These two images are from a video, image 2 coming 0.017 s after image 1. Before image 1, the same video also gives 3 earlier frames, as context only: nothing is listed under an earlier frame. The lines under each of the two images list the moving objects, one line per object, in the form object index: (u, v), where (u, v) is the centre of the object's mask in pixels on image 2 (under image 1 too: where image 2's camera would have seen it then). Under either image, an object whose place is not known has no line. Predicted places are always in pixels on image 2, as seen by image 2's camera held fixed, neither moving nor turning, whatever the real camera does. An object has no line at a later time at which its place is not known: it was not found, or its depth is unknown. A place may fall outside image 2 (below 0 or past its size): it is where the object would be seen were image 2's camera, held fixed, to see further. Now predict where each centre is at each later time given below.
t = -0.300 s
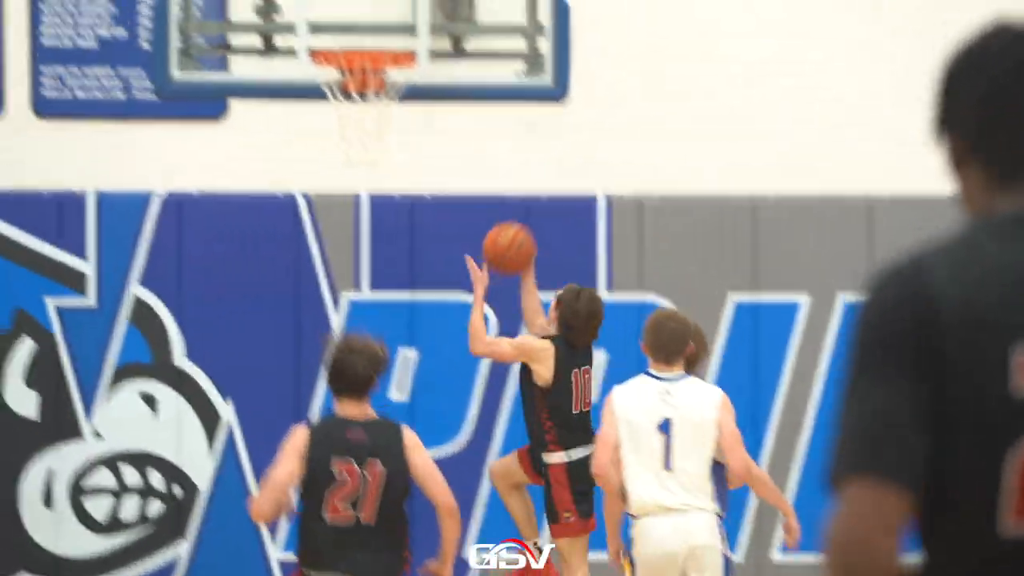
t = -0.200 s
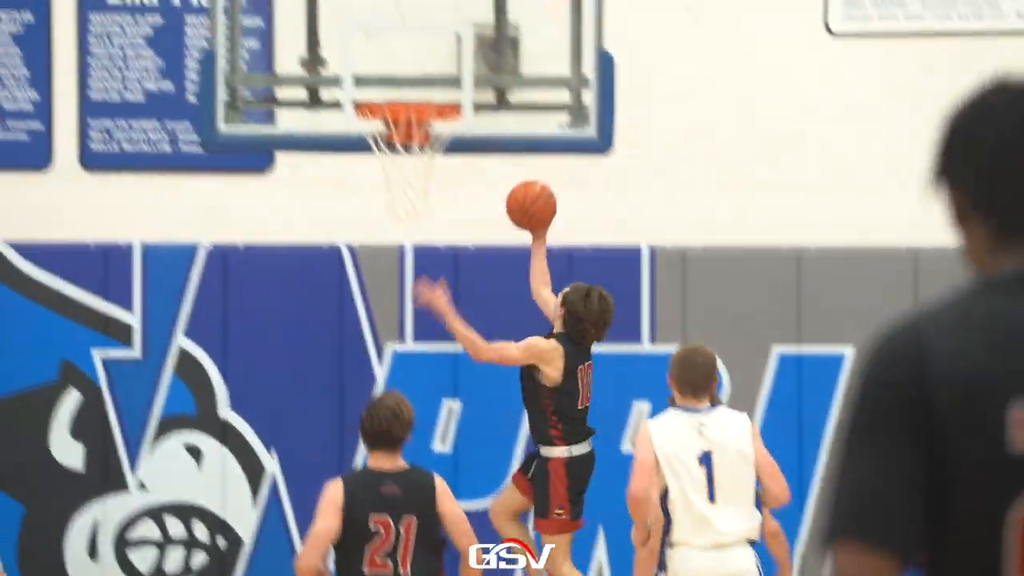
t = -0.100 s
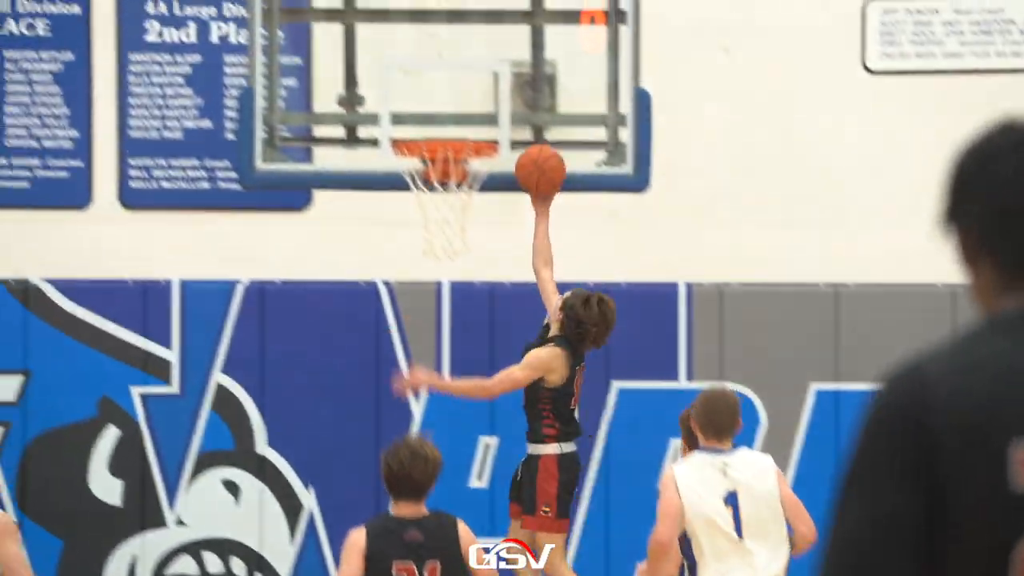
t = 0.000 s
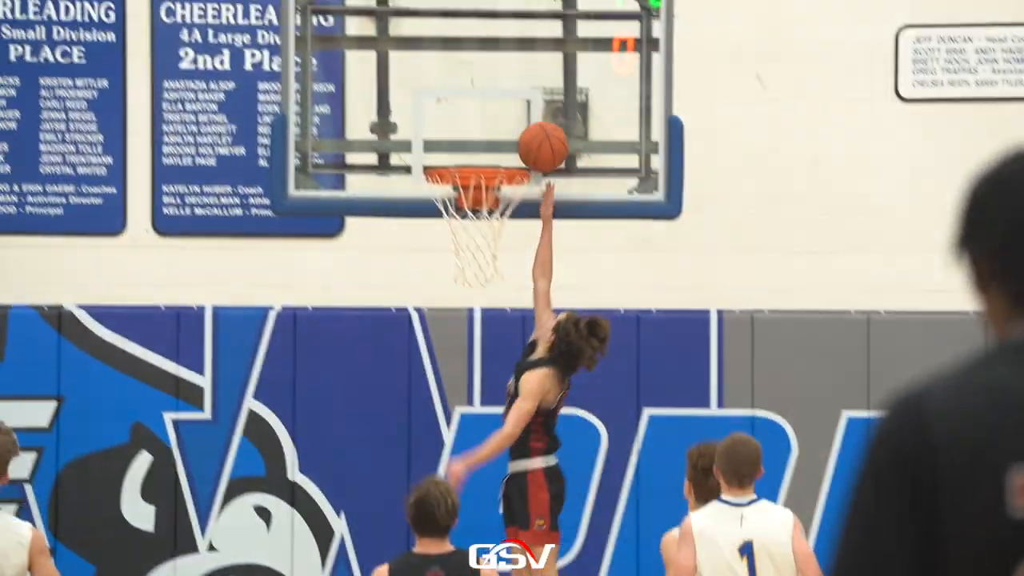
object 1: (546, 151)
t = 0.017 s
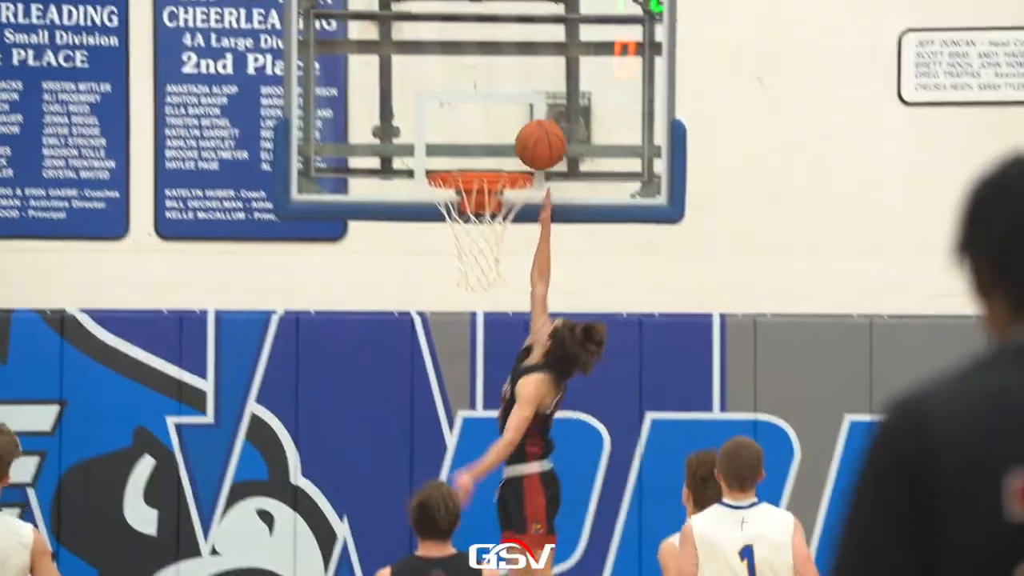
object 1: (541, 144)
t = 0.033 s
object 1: (536, 139)
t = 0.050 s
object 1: (533, 134)
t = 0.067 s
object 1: (530, 130)
